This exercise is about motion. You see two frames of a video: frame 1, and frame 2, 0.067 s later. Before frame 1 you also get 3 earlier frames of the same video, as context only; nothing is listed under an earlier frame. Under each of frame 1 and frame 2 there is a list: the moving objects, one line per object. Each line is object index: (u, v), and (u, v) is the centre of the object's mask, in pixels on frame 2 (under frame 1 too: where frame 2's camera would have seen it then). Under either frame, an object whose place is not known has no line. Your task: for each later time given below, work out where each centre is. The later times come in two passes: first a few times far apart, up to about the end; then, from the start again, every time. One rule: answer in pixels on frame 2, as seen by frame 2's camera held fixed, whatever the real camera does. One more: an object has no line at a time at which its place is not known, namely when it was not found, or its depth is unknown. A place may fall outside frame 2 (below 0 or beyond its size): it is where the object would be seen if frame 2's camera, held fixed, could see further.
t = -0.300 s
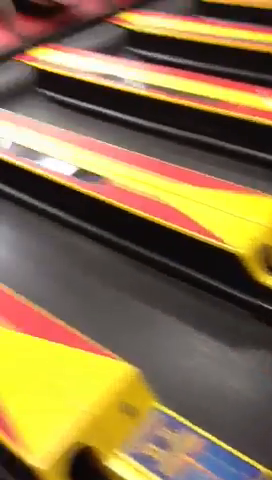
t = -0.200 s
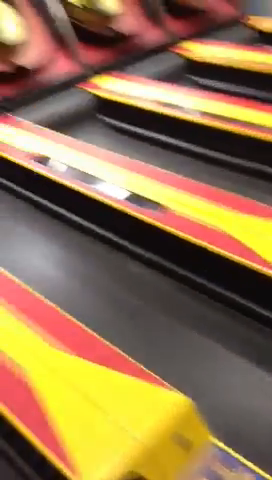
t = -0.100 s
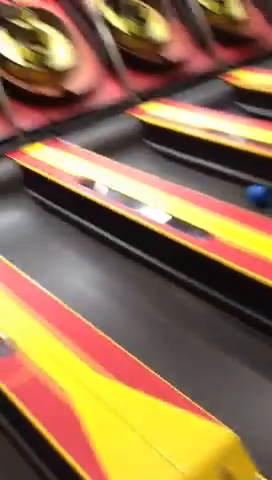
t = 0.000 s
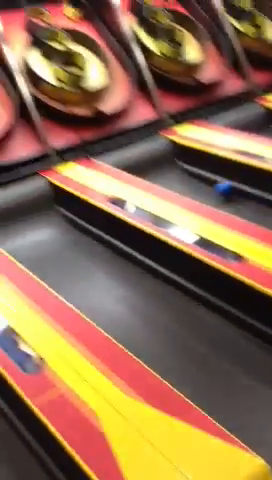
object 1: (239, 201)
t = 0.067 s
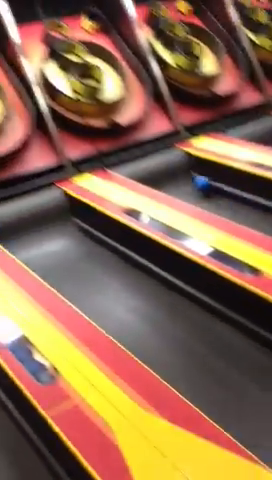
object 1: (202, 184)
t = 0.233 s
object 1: (166, 96)
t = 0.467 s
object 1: (135, 54)
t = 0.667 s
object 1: (116, 104)
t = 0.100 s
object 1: (189, 167)
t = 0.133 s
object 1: (182, 147)
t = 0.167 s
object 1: (177, 129)
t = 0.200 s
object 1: (171, 110)
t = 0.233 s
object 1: (166, 96)
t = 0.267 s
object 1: (161, 83)
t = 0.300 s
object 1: (156, 72)
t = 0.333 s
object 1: (151, 65)
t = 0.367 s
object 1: (146, 59)
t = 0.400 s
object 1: (143, 55)
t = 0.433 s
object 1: (139, 54)
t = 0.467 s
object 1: (135, 54)
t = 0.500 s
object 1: (131, 55)
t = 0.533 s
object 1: (127, 59)
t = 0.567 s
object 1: (124, 73)
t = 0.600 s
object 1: (121, 78)
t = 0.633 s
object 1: (117, 90)
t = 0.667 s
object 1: (116, 104)
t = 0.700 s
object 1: (114, 119)
